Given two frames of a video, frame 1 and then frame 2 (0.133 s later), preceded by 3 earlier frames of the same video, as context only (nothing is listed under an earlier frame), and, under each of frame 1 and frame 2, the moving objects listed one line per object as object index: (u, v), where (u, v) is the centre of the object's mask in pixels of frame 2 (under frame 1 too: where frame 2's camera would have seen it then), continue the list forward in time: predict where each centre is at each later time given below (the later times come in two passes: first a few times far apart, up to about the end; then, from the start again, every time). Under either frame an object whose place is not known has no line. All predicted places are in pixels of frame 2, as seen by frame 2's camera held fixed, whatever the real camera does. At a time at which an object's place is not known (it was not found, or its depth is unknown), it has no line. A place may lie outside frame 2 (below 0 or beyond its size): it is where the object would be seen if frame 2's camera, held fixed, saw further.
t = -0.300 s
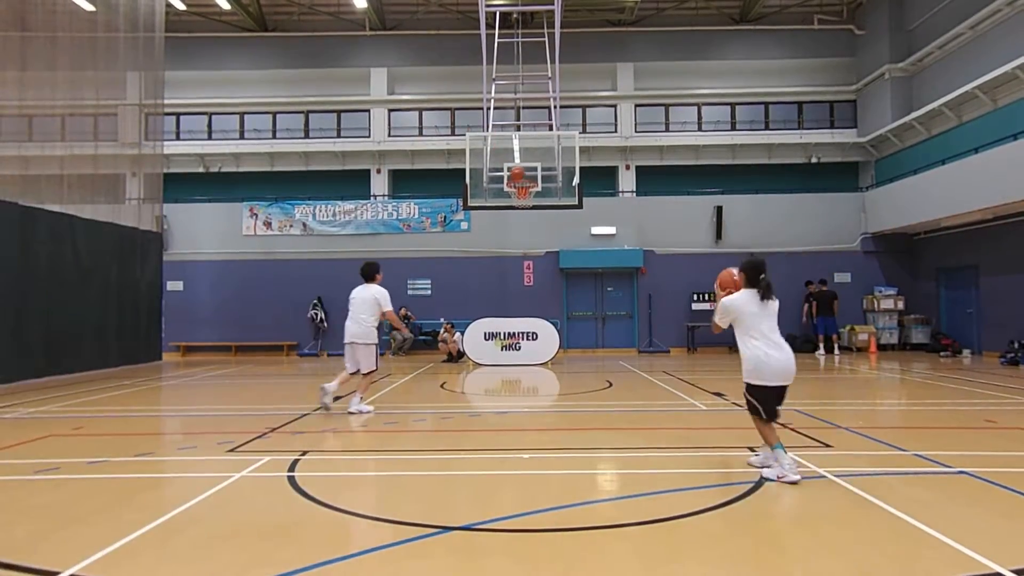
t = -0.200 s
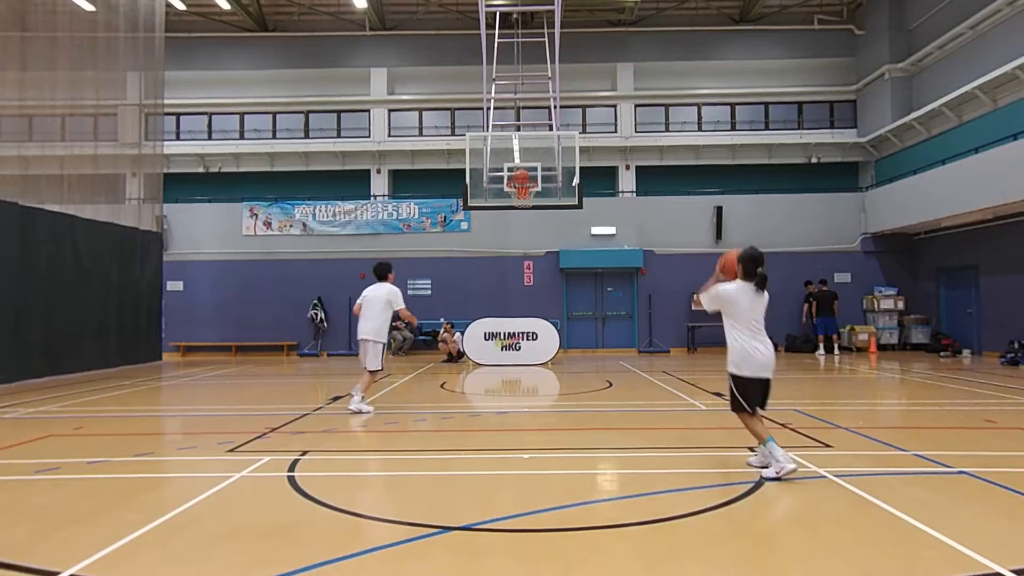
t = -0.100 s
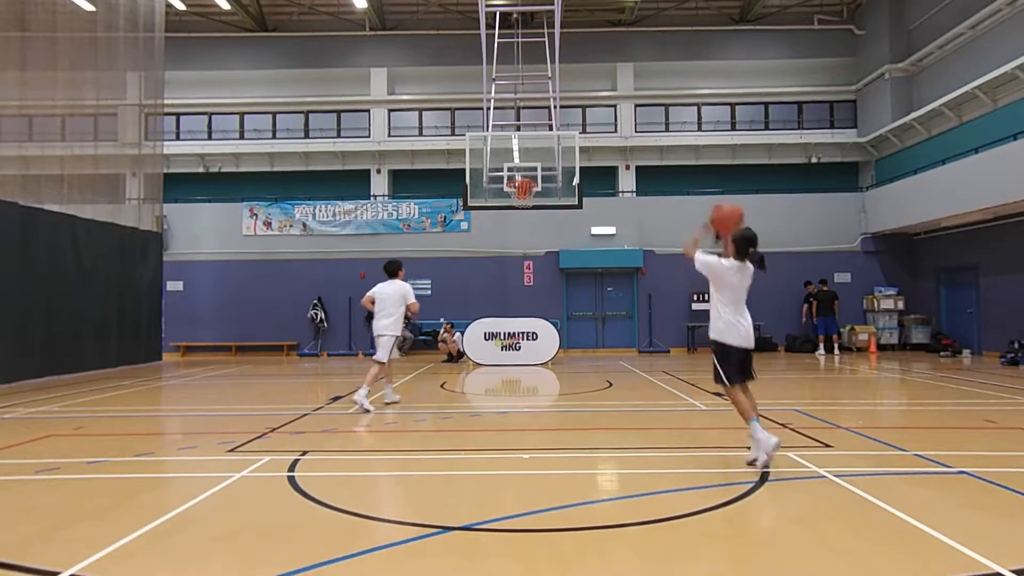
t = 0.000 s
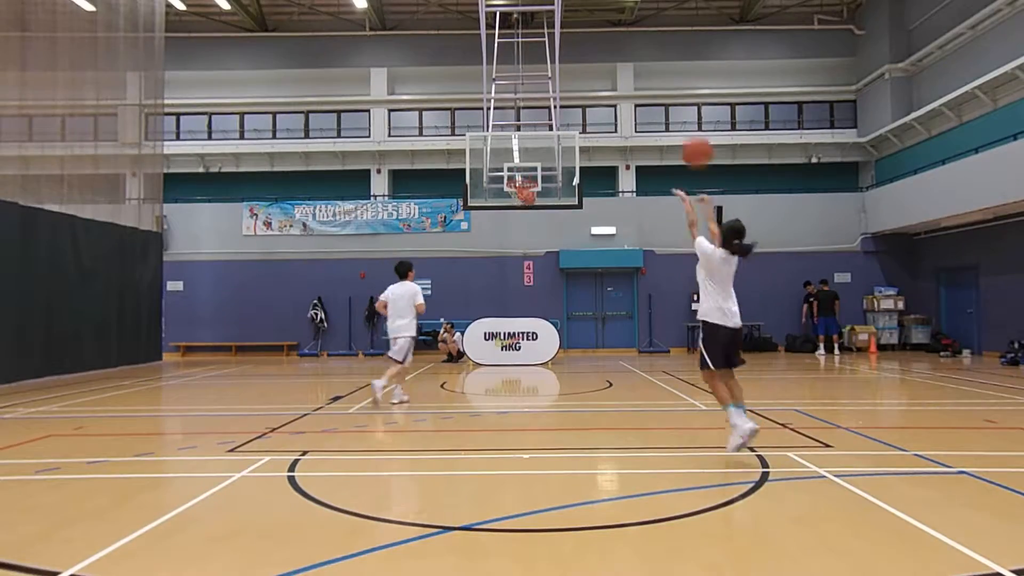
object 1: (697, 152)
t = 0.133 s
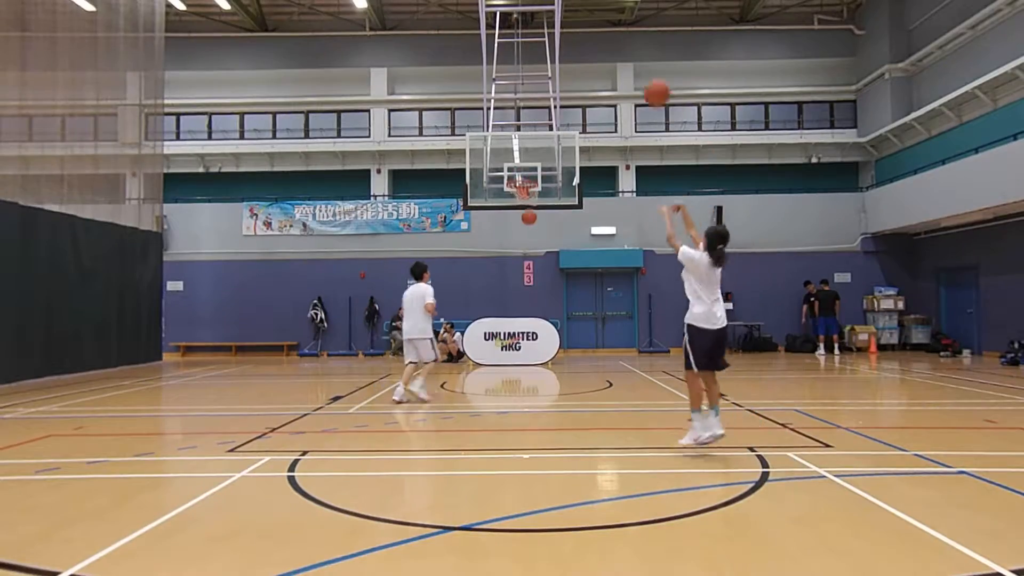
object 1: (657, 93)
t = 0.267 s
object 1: (626, 62)
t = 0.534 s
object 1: (582, 57)
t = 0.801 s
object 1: (551, 104)
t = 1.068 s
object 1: (529, 179)
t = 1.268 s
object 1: (530, 176)
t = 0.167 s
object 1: (648, 83)
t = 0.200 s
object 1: (640, 74)
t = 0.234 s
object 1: (633, 67)
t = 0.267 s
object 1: (626, 62)
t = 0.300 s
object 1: (619, 57)
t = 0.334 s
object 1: (613, 55)
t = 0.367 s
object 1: (607, 53)
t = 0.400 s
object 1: (602, 52)
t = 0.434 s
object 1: (597, 52)
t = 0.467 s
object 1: (592, 53)
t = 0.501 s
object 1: (587, 55)
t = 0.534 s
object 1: (582, 57)
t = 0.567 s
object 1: (578, 61)
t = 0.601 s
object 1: (573, 66)
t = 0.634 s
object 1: (569, 71)
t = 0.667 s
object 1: (566, 77)
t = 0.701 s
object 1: (562, 83)
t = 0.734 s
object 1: (558, 90)
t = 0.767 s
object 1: (555, 97)
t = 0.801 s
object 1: (551, 104)
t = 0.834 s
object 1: (548, 113)
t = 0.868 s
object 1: (545, 122)
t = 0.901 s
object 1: (542, 131)
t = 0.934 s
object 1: (539, 141)
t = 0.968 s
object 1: (537, 152)
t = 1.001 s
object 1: (533, 162)
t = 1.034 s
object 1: (531, 173)
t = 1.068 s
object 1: (529, 179)
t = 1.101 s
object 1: (521, 182)
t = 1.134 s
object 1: (515, 182)
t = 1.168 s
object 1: (516, 180)
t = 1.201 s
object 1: (519, 178)
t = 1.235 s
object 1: (525, 177)
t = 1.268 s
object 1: (530, 176)
